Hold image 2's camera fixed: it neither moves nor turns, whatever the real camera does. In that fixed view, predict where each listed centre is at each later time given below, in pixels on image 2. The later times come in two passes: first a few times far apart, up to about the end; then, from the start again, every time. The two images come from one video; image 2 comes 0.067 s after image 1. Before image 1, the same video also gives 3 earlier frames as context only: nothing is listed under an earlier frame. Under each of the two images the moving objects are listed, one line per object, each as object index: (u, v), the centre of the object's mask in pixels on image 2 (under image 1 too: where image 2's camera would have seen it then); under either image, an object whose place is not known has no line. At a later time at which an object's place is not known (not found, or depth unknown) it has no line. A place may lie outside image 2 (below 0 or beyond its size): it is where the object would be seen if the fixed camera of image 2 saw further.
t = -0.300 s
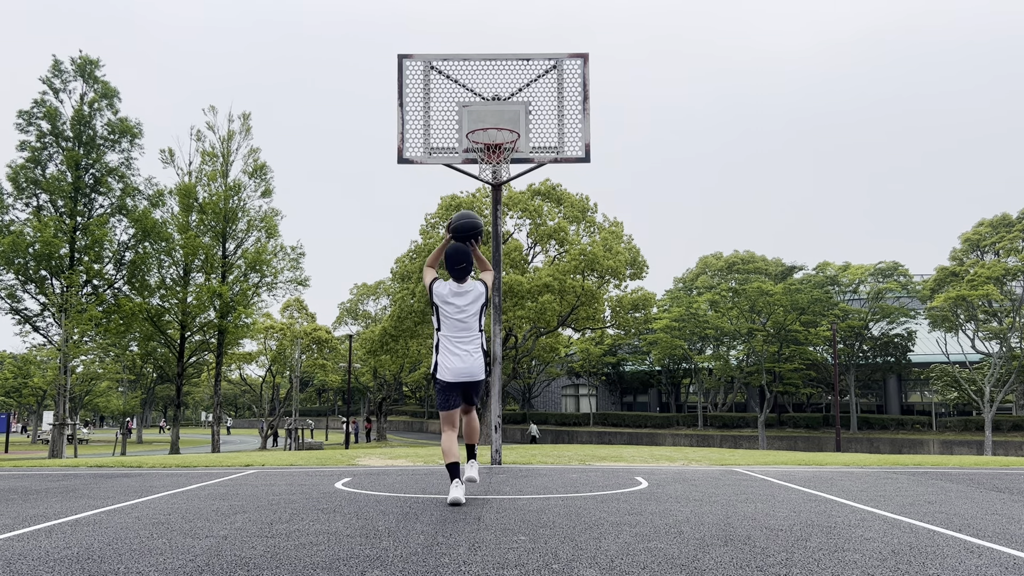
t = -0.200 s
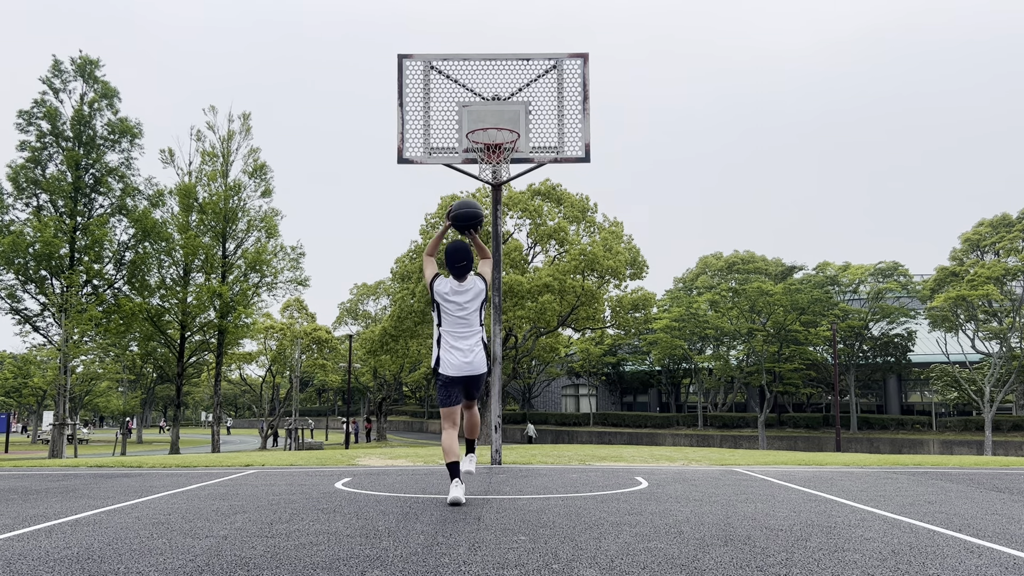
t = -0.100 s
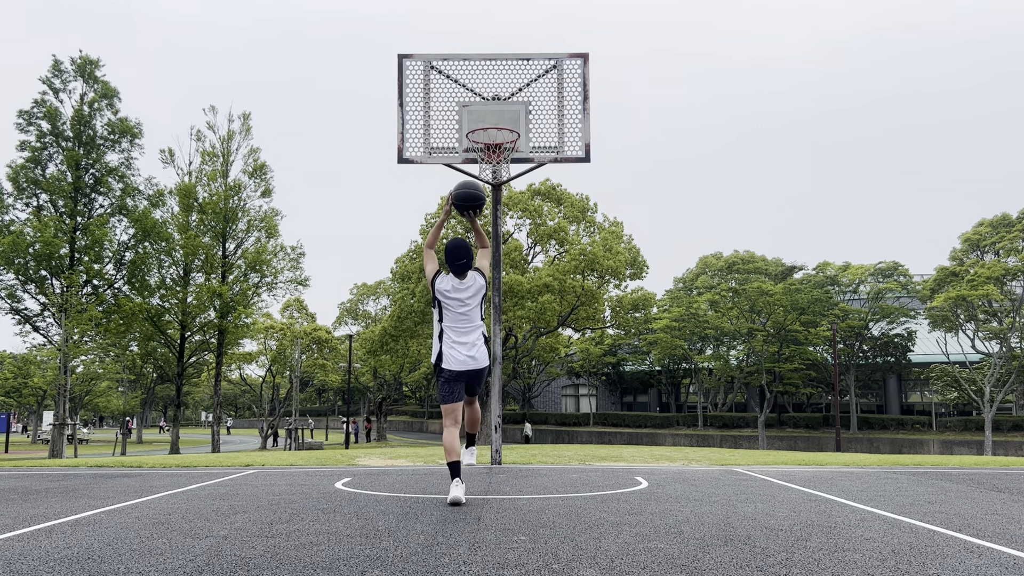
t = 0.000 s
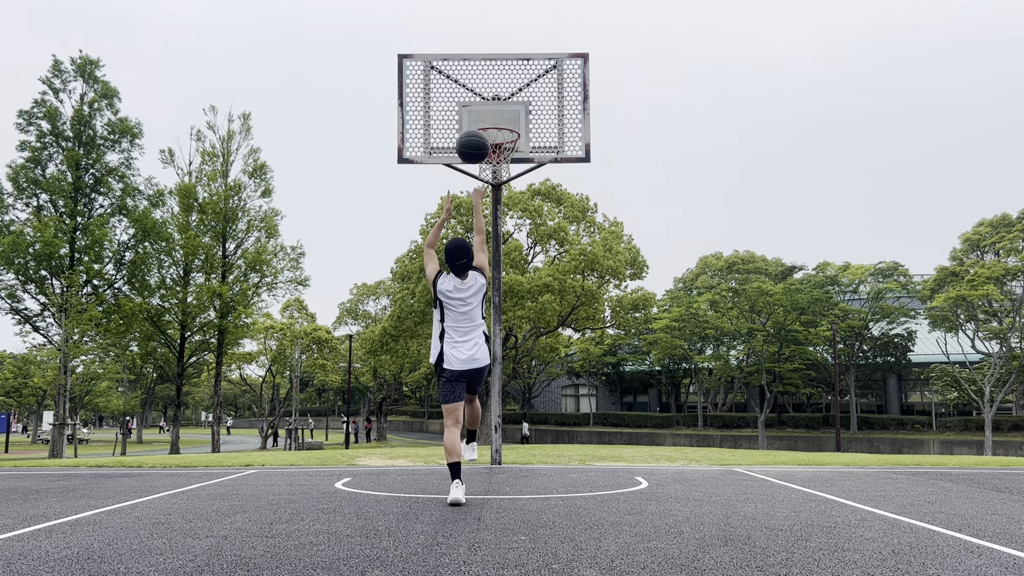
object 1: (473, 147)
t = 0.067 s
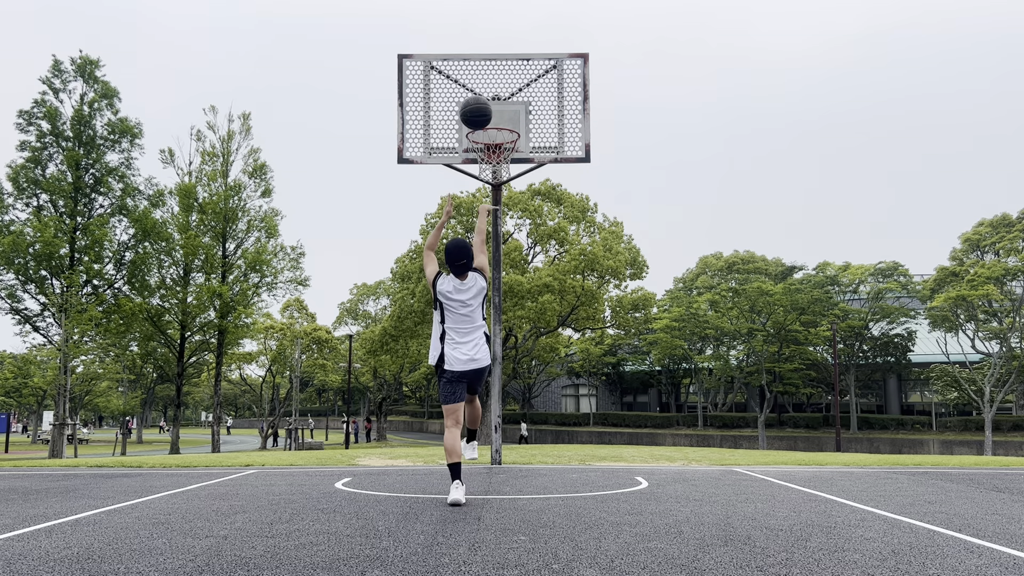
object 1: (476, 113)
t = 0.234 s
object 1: (483, 58)
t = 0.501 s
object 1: (493, 50)
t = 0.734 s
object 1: (500, 108)
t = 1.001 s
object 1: (509, 112)
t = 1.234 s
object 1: (518, 172)
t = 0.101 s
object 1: (477, 99)
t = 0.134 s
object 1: (479, 86)
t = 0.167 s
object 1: (480, 75)
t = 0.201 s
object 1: (482, 66)
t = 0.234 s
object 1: (483, 58)
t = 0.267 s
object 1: (484, 52)
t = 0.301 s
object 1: (486, 48)
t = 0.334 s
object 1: (487, 45)
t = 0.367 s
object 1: (488, 43)
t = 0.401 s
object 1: (489, 43)
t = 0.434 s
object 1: (491, 44)
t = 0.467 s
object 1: (492, 47)
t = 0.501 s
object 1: (493, 50)
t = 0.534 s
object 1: (494, 55)
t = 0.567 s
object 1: (495, 61)
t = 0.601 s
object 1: (496, 69)
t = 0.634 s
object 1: (497, 77)
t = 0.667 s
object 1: (498, 86)
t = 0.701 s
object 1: (499, 96)
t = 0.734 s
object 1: (500, 108)
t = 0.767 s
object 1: (501, 114)
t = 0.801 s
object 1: (502, 110)
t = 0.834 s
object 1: (503, 108)
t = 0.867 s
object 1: (505, 106)
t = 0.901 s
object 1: (506, 106)
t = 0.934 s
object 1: (507, 107)
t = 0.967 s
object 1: (508, 109)
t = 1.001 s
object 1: (509, 112)
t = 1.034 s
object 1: (511, 117)
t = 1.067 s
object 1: (512, 123)
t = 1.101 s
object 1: (513, 130)
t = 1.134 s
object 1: (514, 138)
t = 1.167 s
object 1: (516, 148)
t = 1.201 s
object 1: (517, 159)
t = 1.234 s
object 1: (518, 172)
